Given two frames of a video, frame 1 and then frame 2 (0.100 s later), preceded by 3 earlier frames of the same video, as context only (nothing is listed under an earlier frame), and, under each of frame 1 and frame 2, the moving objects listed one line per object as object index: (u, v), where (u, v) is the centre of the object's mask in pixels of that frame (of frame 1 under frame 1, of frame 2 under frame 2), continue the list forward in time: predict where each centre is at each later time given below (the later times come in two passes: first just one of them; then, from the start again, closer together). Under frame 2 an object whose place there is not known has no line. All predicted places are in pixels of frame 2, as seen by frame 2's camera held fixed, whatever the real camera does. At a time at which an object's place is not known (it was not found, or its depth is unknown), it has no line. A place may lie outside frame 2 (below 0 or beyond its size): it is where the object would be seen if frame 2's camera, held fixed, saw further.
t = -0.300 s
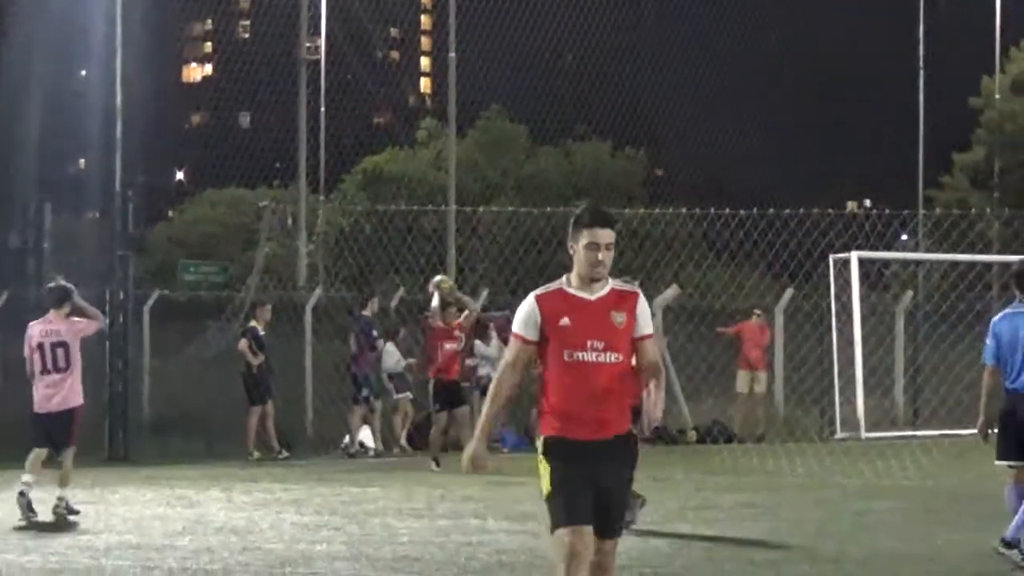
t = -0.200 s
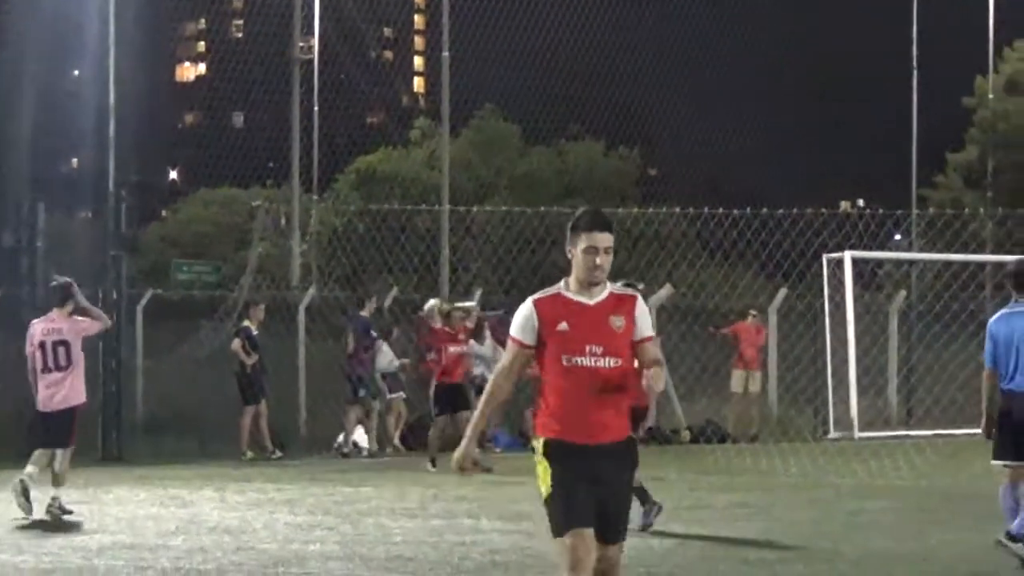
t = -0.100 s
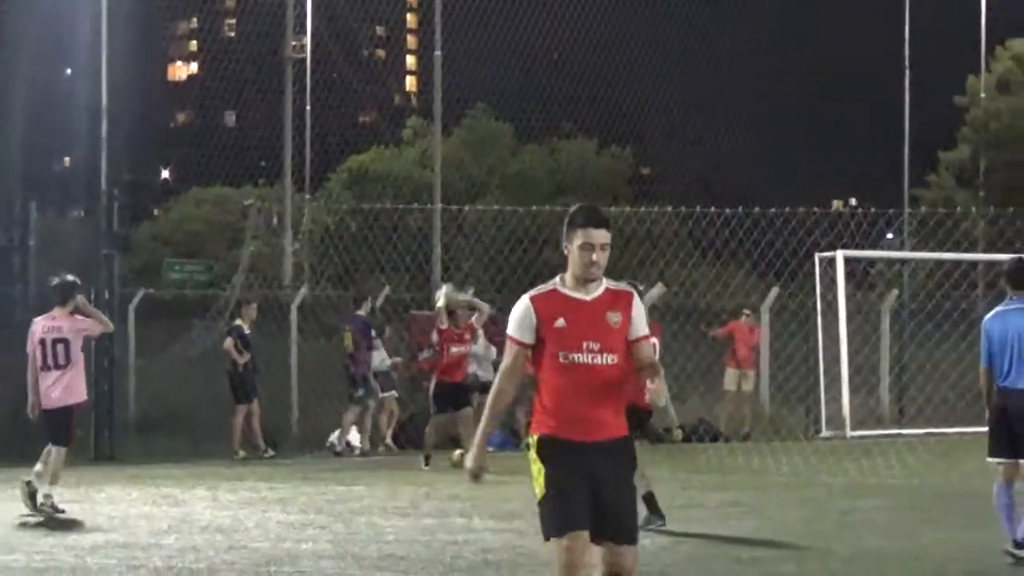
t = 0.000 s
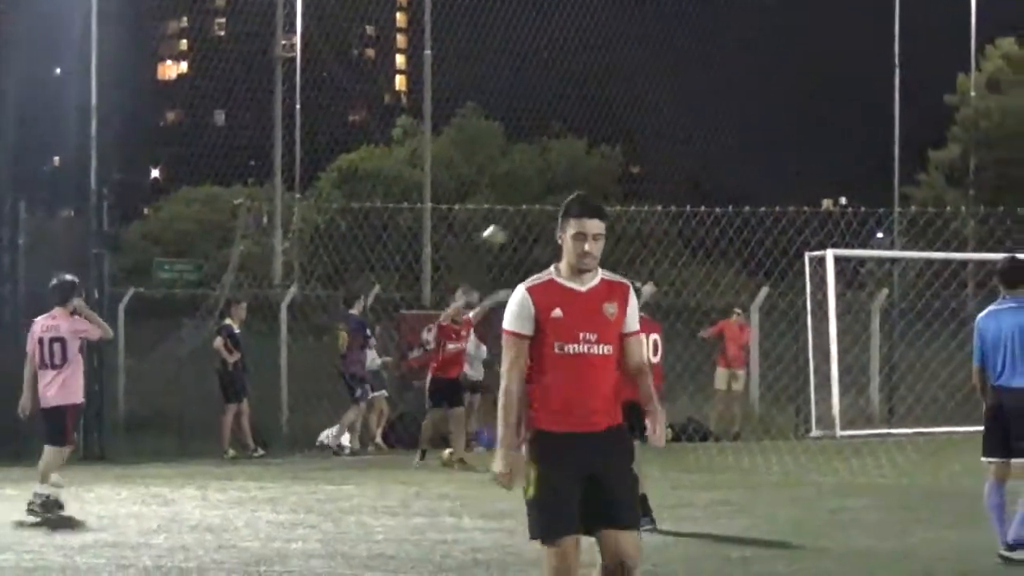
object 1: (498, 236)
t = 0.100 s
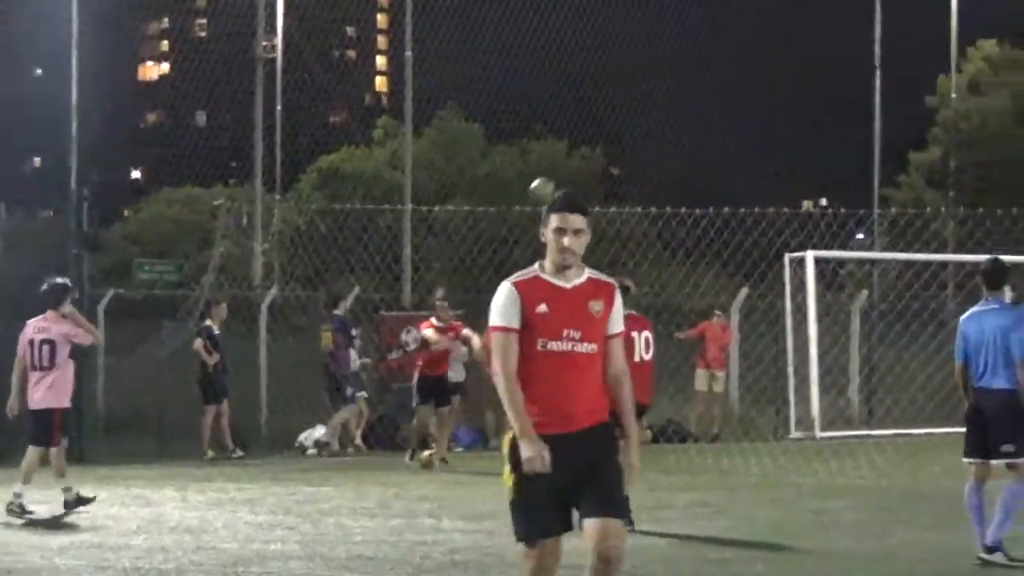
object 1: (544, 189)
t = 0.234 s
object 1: (641, 139)
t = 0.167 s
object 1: (590, 162)
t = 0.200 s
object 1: (618, 151)
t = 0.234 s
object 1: (641, 139)
